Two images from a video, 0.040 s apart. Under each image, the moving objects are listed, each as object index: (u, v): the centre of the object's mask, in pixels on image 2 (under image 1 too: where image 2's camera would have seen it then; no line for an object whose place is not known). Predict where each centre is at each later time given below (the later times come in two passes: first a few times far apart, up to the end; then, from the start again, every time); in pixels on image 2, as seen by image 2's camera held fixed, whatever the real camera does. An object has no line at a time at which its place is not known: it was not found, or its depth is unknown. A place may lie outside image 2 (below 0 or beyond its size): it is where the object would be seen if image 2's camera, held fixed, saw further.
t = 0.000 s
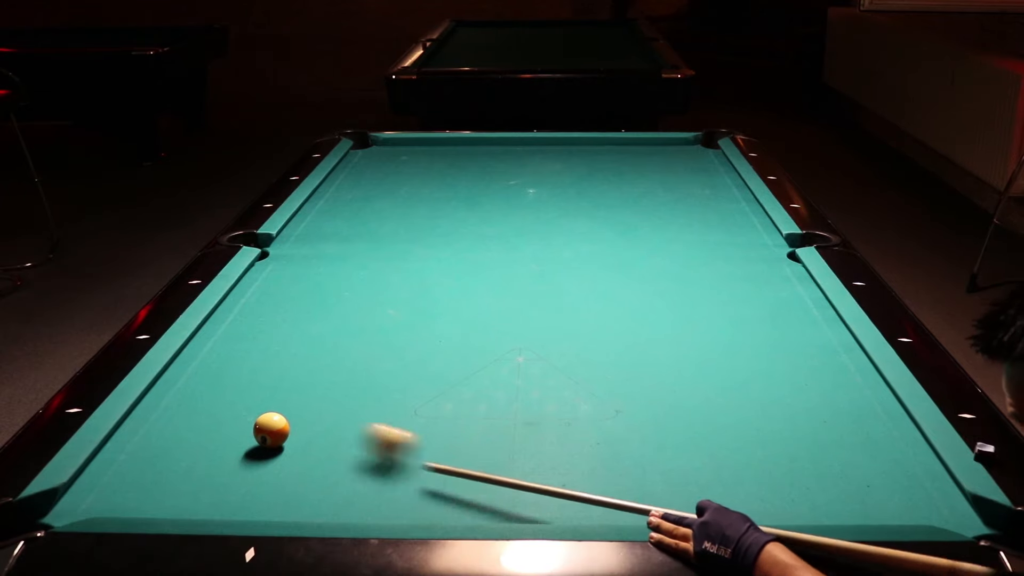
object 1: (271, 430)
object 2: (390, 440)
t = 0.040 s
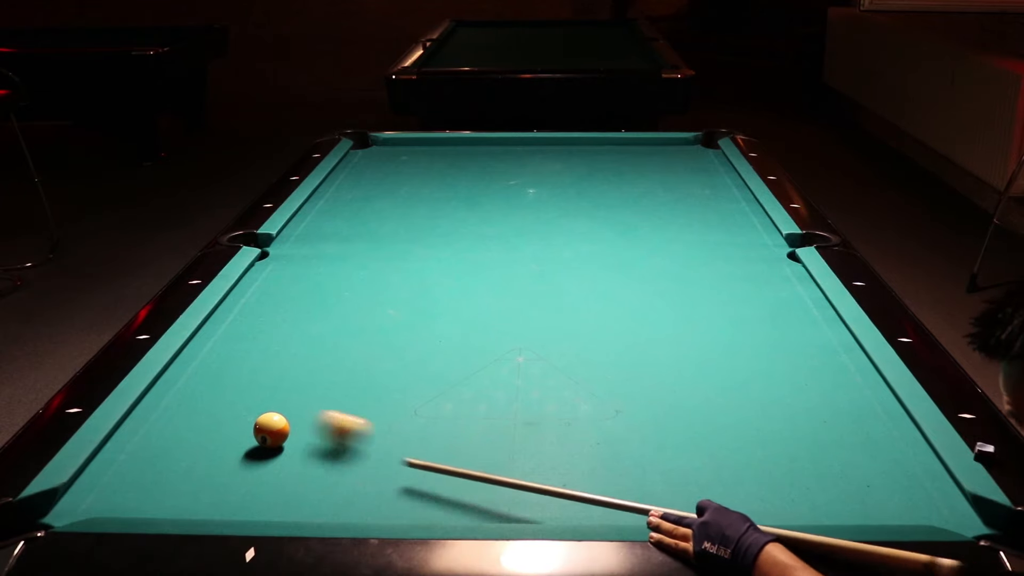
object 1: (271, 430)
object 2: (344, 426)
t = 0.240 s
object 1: (243, 440)
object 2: (194, 366)
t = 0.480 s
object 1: (203, 456)
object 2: (288, 345)
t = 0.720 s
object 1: (163, 471)
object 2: (373, 327)
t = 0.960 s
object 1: (125, 485)
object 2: (450, 312)
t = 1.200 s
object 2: (519, 298)
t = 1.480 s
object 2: (592, 283)
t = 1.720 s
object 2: (648, 271)
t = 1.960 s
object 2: (699, 261)
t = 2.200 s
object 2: (745, 251)
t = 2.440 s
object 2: (787, 243)
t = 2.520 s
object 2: (798, 244)
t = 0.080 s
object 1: (271, 430)
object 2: (302, 414)
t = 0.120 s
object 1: (263, 432)
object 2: (270, 400)
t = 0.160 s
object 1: (256, 435)
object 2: (242, 388)
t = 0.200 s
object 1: (249, 438)
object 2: (217, 377)
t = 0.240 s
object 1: (243, 440)
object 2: (194, 366)
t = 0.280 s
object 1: (236, 443)
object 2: (195, 360)
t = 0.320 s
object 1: (229, 446)
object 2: (217, 357)
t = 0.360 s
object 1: (222, 448)
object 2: (238, 354)
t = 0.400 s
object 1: (216, 450)
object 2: (257, 351)
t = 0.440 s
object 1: (209, 453)
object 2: (273, 348)
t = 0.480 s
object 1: (203, 456)
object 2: (288, 345)
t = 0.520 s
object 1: (196, 458)
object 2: (303, 342)
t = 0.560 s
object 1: (190, 461)
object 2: (317, 339)
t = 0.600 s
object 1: (183, 463)
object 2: (332, 336)
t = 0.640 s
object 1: (176, 466)
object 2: (346, 334)
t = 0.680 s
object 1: (170, 468)
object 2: (360, 330)
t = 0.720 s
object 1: (163, 471)
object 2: (373, 327)
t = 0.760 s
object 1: (157, 473)
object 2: (387, 325)
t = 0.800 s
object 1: (151, 476)
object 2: (400, 322)
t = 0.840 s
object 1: (144, 478)
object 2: (412, 320)
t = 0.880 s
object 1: (138, 480)
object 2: (425, 317)
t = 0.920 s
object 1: (131, 483)
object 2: (437, 314)
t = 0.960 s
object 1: (125, 485)
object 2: (450, 312)
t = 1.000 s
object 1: (119, 488)
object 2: (462, 309)
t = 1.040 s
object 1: (112, 490)
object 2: (473, 307)
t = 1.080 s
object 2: (485, 305)
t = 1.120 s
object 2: (497, 302)
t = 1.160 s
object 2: (508, 300)
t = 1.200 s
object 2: (519, 298)
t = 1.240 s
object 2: (530, 295)
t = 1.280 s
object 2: (541, 293)
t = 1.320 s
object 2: (551, 291)
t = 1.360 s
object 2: (562, 289)
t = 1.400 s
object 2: (572, 286)
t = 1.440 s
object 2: (582, 284)
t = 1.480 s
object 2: (592, 283)
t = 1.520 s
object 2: (601, 281)
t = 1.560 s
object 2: (611, 278)
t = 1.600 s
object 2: (620, 276)
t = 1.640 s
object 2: (630, 275)
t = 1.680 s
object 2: (639, 273)
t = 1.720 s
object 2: (648, 271)
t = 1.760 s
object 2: (657, 269)
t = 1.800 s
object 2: (665, 268)
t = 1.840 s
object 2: (674, 266)
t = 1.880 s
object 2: (682, 264)
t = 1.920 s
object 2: (690, 262)
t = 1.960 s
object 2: (699, 261)
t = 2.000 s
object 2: (707, 259)
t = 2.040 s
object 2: (714, 258)
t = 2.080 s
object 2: (722, 256)
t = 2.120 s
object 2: (730, 254)
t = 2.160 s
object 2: (737, 253)
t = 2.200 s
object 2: (745, 251)
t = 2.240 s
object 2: (752, 250)
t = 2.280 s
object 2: (759, 248)
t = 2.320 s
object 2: (766, 247)
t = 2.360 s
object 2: (773, 245)
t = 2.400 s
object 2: (780, 244)
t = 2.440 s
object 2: (787, 243)
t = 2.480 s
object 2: (793, 242)
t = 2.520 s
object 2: (798, 244)
